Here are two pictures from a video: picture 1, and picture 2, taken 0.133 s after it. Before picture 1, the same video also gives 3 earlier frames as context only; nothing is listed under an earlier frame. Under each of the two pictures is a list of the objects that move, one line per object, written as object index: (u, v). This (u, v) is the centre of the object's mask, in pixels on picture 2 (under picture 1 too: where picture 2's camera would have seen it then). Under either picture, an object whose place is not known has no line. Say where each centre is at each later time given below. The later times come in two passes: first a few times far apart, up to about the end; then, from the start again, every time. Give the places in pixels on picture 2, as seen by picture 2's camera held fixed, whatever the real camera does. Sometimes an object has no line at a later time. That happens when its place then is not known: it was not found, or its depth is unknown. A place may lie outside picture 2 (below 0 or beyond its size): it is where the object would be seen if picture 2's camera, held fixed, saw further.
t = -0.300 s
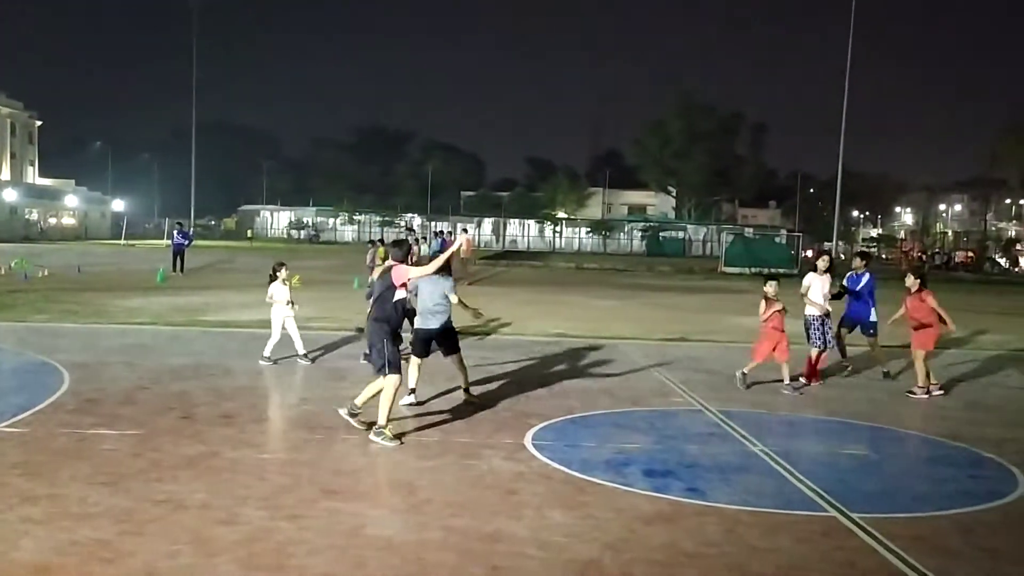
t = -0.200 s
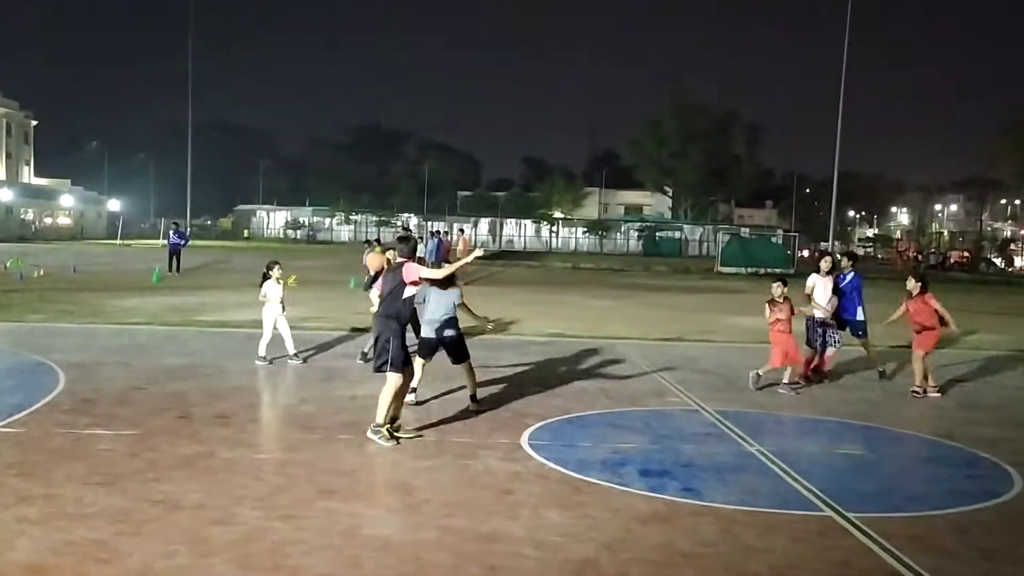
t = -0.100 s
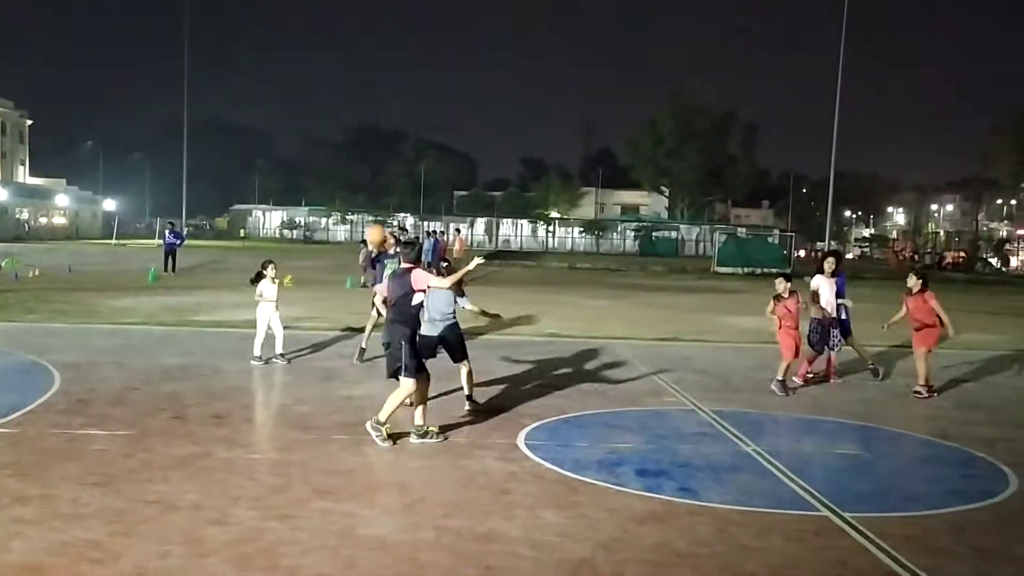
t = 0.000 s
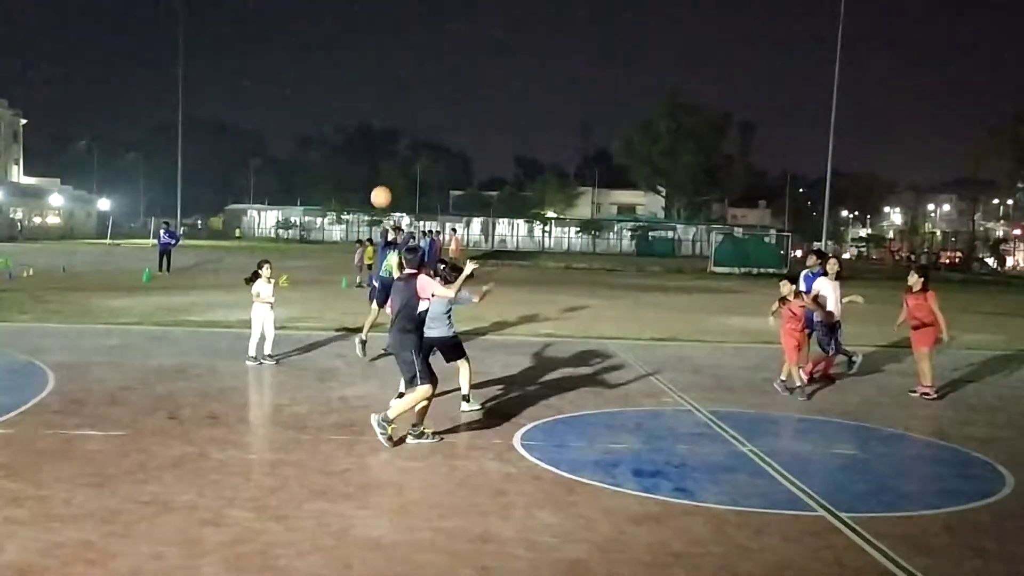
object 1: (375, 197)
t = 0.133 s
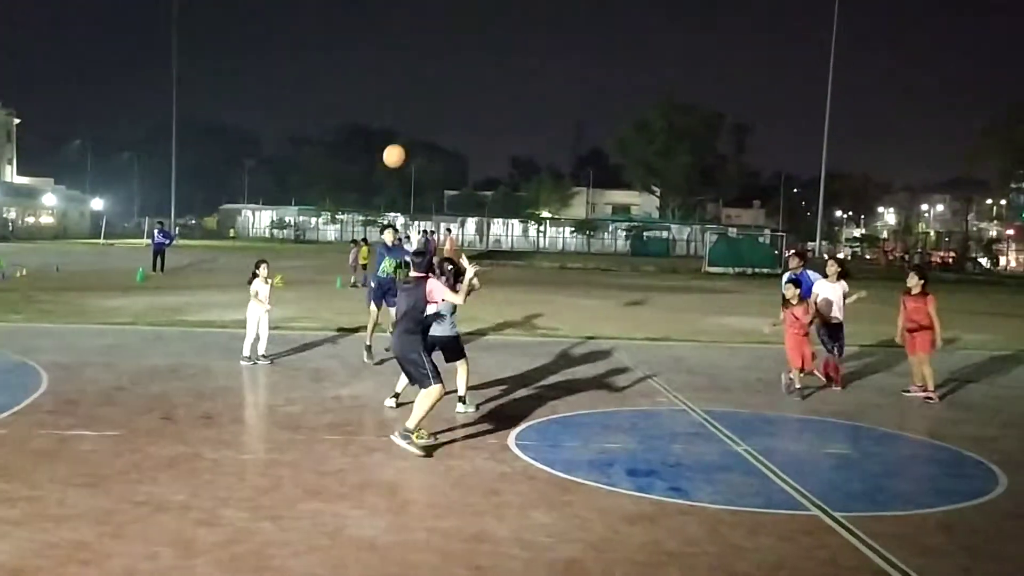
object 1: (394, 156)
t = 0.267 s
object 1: (414, 128)
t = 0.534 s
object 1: (465, 127)
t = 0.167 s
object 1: (399, 147)
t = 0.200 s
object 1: (404, 140)
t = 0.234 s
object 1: (409, 133)
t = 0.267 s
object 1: (414, 128)
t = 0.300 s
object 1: (419, 123)
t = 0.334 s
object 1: (425, 120)
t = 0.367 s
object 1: (431, 118)
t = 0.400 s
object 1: (437, 117)
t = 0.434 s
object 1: (444, 118)
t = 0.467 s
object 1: (451, 119)
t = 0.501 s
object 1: (458, 123)
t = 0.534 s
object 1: (465, 127)
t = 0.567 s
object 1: (473, 134)
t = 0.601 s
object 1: (481, 142)
